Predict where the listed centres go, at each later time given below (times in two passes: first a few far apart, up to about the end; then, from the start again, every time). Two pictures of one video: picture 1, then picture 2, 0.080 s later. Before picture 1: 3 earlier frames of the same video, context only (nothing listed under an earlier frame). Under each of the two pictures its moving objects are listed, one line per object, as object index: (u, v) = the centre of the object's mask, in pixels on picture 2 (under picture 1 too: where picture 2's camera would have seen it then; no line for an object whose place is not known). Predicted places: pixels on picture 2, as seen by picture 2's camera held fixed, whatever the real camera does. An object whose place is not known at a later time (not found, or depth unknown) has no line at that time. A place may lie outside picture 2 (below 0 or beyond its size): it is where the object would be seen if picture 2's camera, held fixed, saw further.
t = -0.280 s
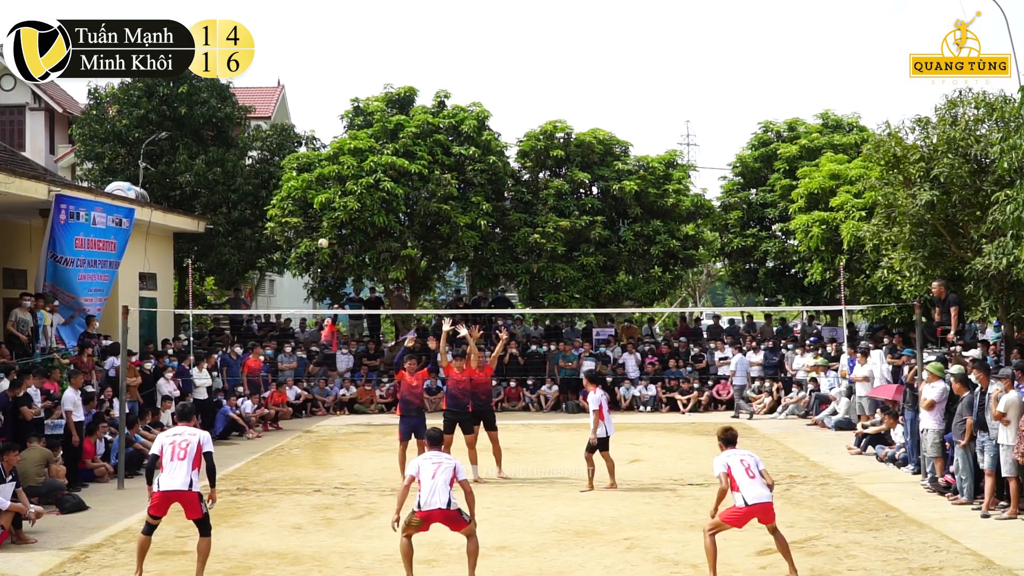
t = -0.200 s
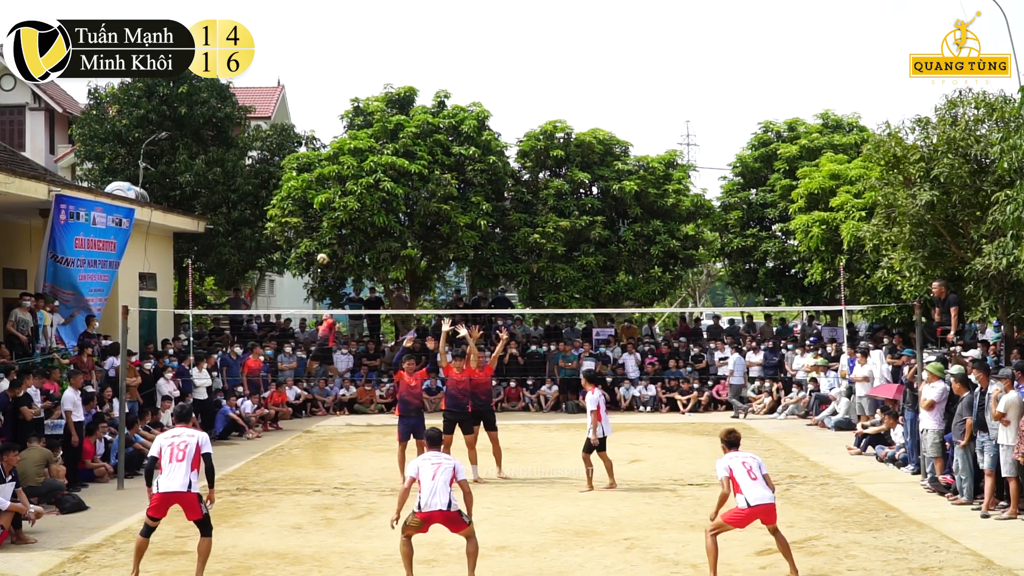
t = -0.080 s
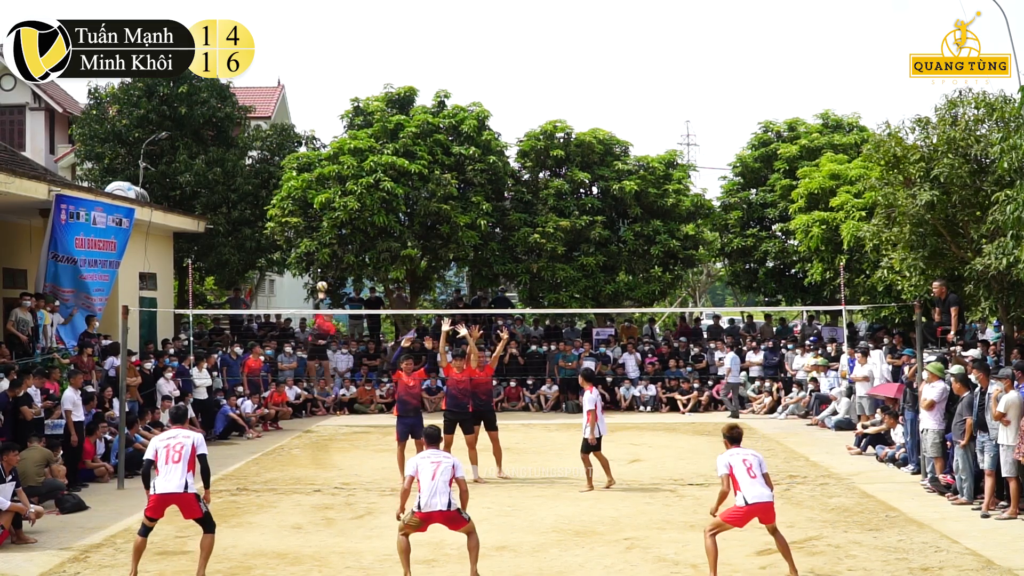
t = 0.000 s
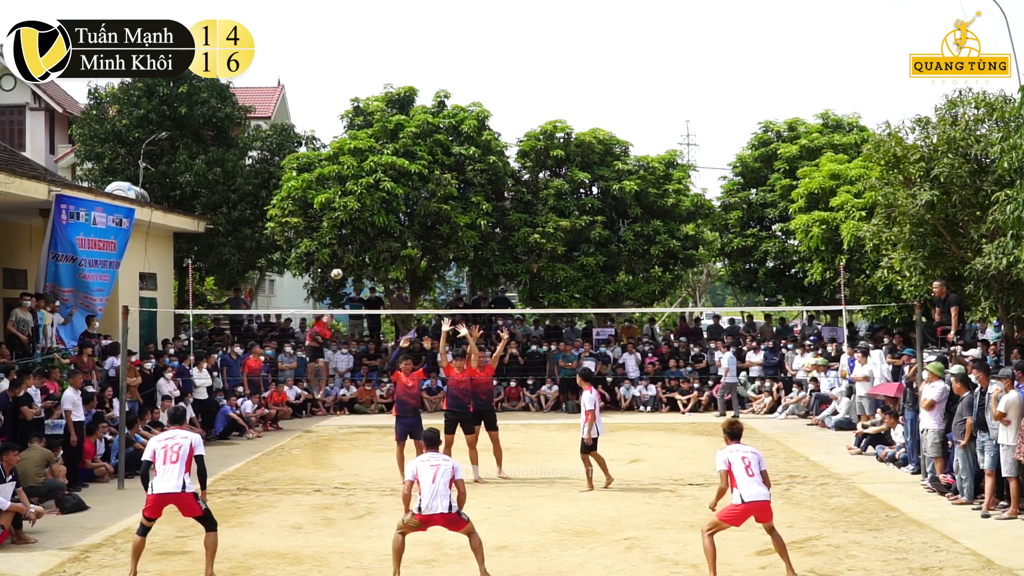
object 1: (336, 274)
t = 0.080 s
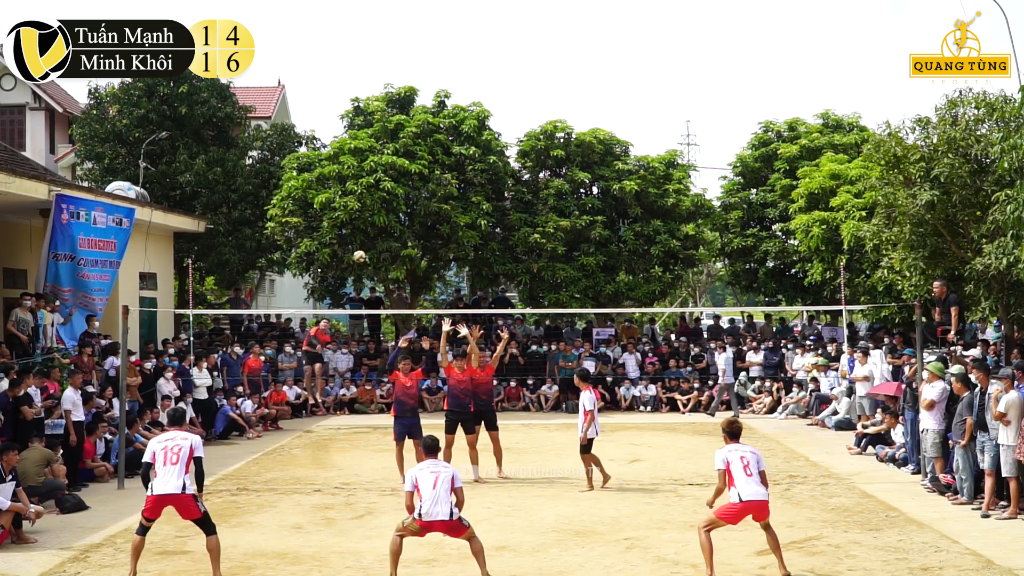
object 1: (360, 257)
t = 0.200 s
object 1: (401, 238)
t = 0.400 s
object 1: (497, 230)
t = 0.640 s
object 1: (692, 285)
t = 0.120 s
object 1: (372, 249)
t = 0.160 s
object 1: (386, 243)
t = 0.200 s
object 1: (401, 238)
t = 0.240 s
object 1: (417, 234)
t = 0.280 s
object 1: (435, 231)
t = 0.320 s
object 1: (454, 229)
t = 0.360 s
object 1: (475, 229)
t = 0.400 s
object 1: (497, 230)
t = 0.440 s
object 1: (522, 232)
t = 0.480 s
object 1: (550, 238)
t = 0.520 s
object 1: (580, 246)
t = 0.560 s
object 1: (614, 255)
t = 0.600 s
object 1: (651, 268)
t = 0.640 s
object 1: (692, 285)
